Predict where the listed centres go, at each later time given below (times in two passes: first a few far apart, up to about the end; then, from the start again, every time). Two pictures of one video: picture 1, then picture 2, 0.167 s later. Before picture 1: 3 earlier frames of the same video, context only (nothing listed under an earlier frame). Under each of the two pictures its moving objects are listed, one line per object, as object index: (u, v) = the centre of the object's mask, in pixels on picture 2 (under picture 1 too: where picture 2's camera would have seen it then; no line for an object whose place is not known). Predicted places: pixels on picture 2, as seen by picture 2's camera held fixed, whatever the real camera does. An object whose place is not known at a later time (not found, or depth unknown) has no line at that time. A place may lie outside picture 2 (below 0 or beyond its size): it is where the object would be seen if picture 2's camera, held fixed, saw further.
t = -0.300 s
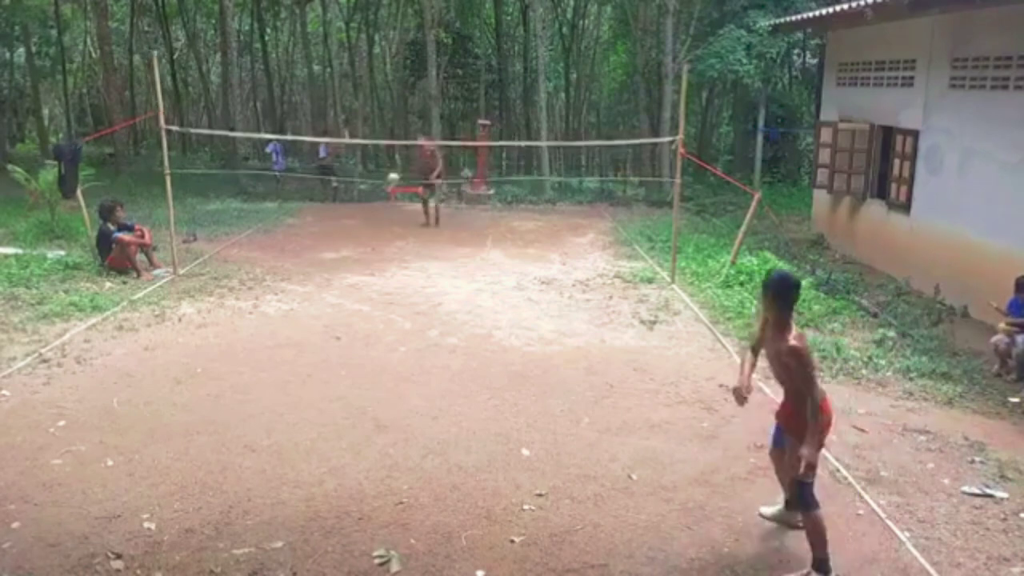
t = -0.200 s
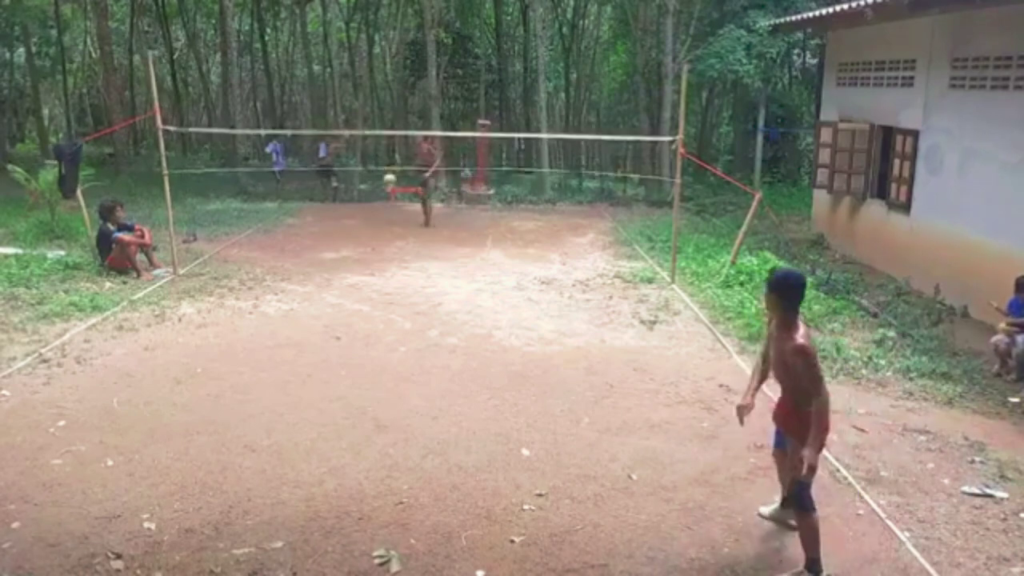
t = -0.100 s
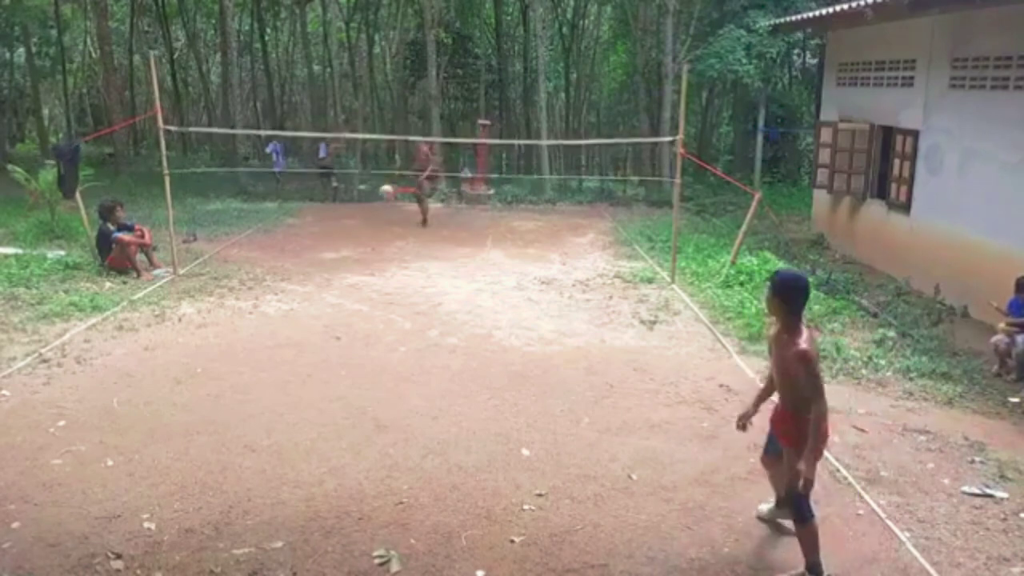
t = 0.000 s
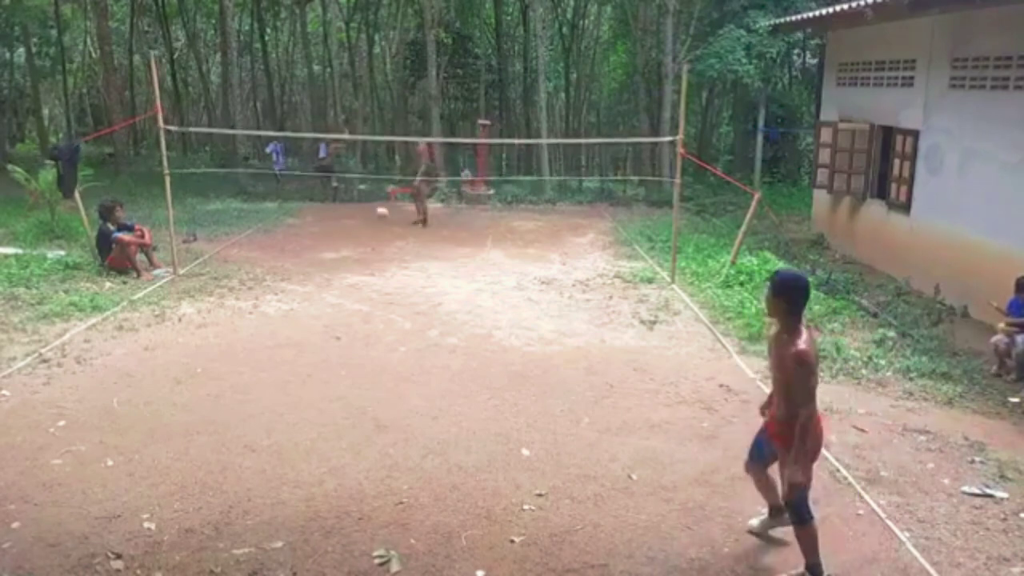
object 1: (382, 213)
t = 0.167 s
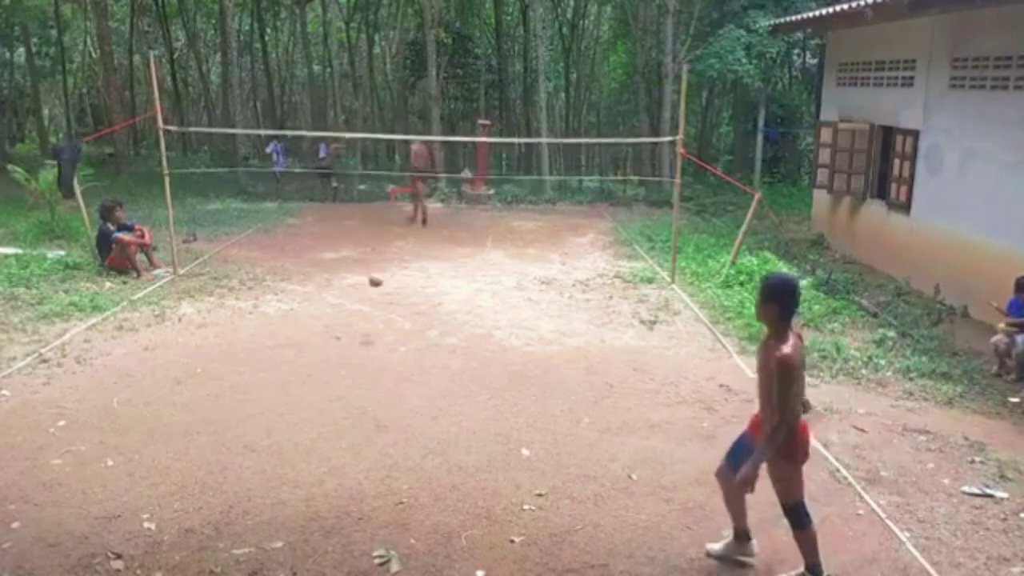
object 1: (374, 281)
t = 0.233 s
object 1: (372, 320)
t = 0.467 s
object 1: (365, 318)
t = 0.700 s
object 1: (360, 332)
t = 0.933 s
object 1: (358, 431)
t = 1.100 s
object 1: (358, 455)
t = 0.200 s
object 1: (373, 299)
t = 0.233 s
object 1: (372, 320)
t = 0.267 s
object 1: (371, 342)
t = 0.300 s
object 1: (369, 346)
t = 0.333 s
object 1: (369, 338)
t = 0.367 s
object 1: (368, 332)
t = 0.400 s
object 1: (367, 326)
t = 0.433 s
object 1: (366, 320)
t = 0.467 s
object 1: (365, 318)
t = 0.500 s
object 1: (364, 315)
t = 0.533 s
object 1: (363, 314)
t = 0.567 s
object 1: (363, 313)
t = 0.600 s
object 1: (362, 316)
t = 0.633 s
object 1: (362, 319)
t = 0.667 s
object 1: (361, 324)
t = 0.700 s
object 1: (360, 332)
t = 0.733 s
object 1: (360, 339)
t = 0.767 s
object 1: (360, 350)
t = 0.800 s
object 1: (359, 362)
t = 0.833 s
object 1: (359, 376)
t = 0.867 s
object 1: (358, 391)
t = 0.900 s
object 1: (358, 410)
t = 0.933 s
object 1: (358, 431)
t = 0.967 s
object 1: (357, 454)
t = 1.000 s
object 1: (358, 456)
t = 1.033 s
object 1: (357, 454)
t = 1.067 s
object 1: (358, 454)
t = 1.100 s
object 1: (358, 455)
